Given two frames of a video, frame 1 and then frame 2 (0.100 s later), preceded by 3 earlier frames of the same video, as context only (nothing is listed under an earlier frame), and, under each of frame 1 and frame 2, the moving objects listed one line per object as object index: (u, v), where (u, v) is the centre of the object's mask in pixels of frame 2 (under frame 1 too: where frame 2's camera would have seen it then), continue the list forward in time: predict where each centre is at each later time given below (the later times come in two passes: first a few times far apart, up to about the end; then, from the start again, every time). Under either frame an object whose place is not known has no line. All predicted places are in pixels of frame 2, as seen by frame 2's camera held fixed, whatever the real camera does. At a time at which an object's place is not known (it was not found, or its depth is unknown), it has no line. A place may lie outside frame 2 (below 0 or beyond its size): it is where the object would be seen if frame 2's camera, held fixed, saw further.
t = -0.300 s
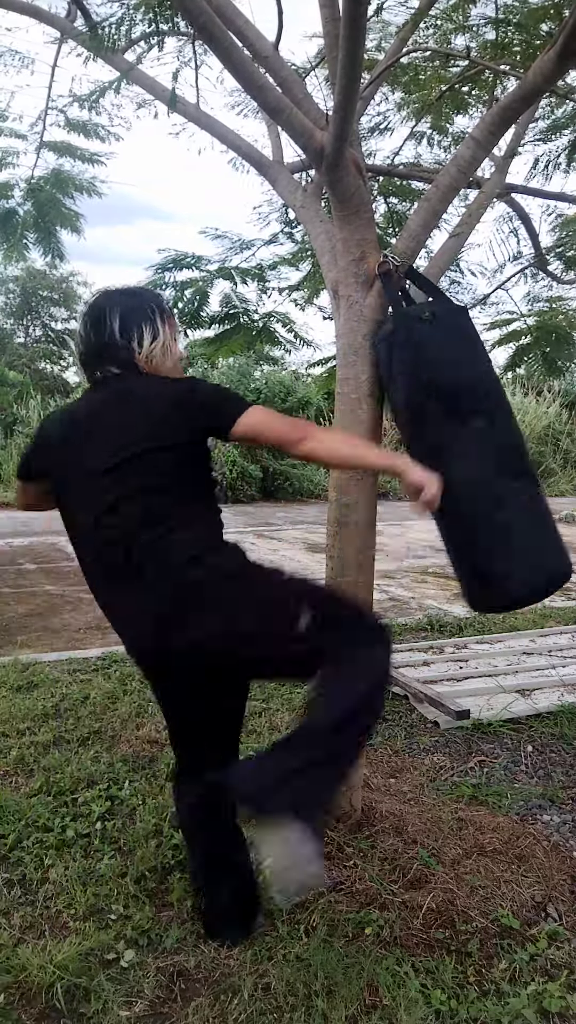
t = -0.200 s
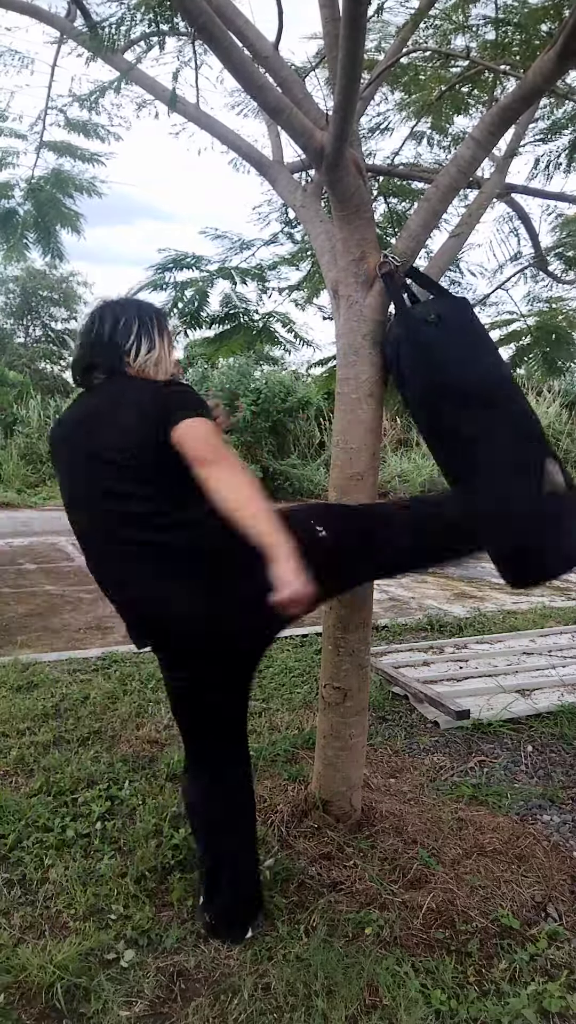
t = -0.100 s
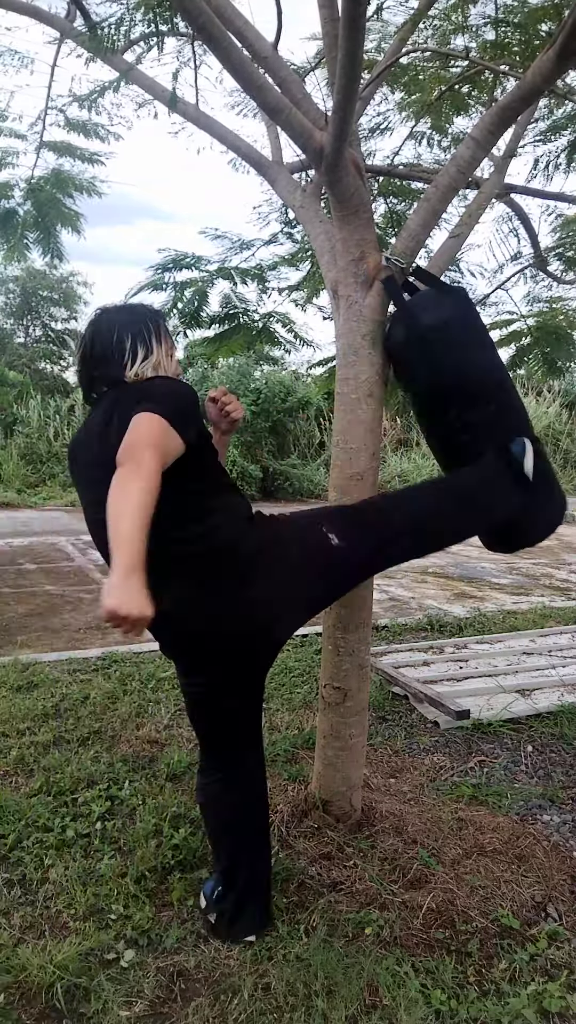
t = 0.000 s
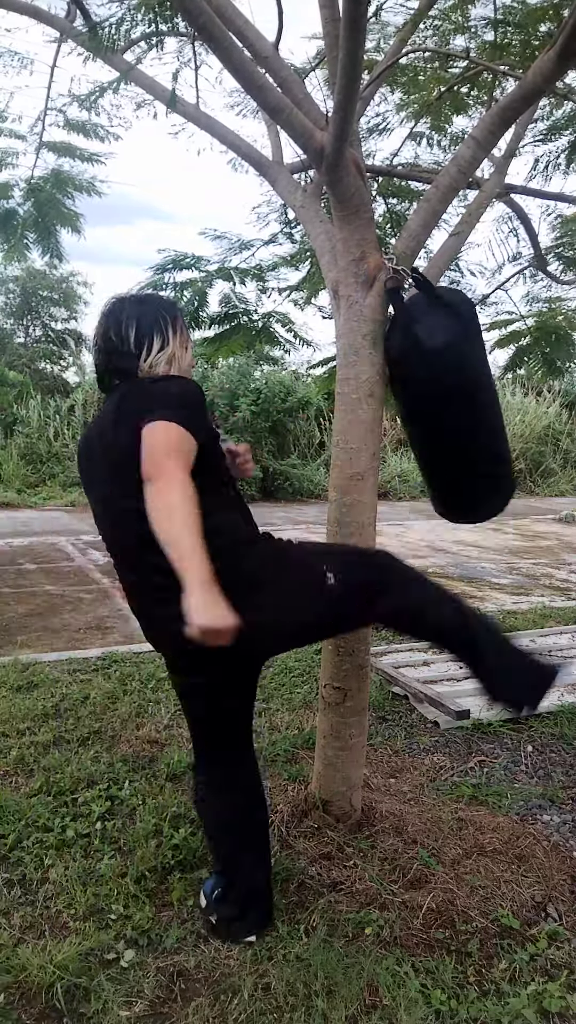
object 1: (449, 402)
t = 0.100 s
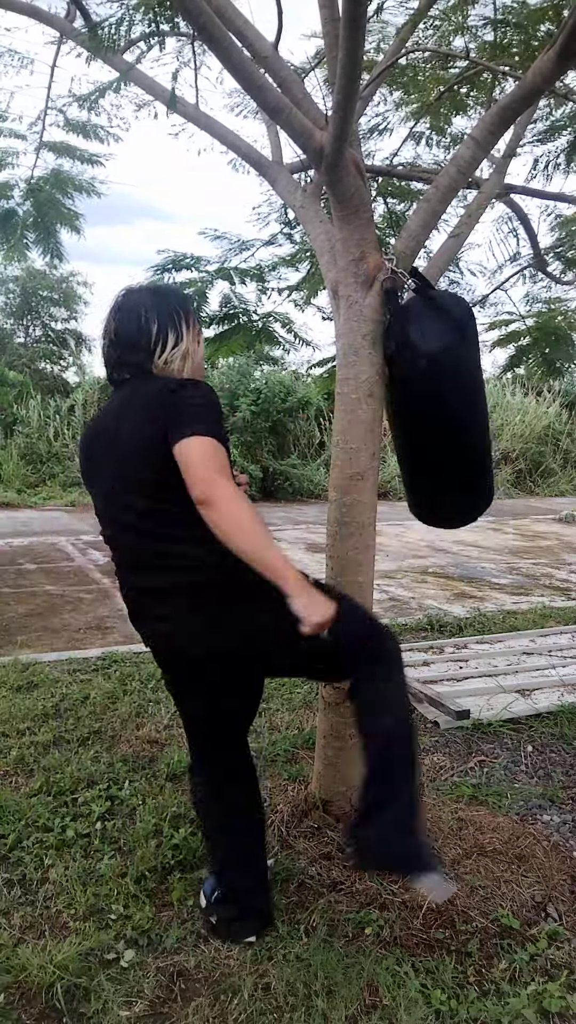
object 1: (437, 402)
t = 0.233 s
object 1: (440, 422)
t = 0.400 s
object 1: (445, 445)
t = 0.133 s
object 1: (436, 405)
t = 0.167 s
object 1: (436, 408)
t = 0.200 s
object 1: (438, 415)
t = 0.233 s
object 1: (440, 422)
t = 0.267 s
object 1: (441, 426)
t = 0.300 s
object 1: (441, 428)
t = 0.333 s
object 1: (443, 435)
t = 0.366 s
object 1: (444, 440)
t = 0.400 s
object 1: (445, 445)
